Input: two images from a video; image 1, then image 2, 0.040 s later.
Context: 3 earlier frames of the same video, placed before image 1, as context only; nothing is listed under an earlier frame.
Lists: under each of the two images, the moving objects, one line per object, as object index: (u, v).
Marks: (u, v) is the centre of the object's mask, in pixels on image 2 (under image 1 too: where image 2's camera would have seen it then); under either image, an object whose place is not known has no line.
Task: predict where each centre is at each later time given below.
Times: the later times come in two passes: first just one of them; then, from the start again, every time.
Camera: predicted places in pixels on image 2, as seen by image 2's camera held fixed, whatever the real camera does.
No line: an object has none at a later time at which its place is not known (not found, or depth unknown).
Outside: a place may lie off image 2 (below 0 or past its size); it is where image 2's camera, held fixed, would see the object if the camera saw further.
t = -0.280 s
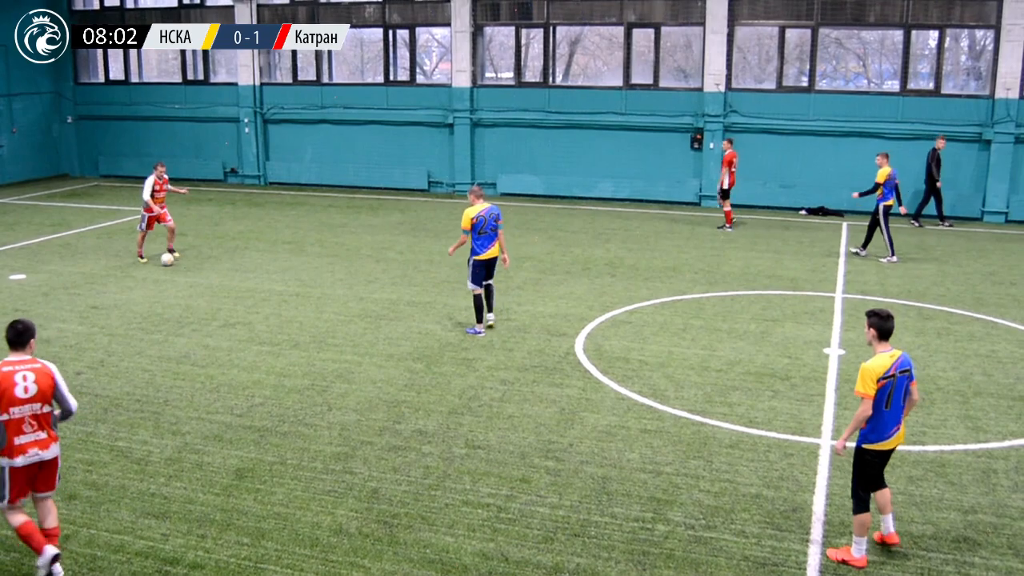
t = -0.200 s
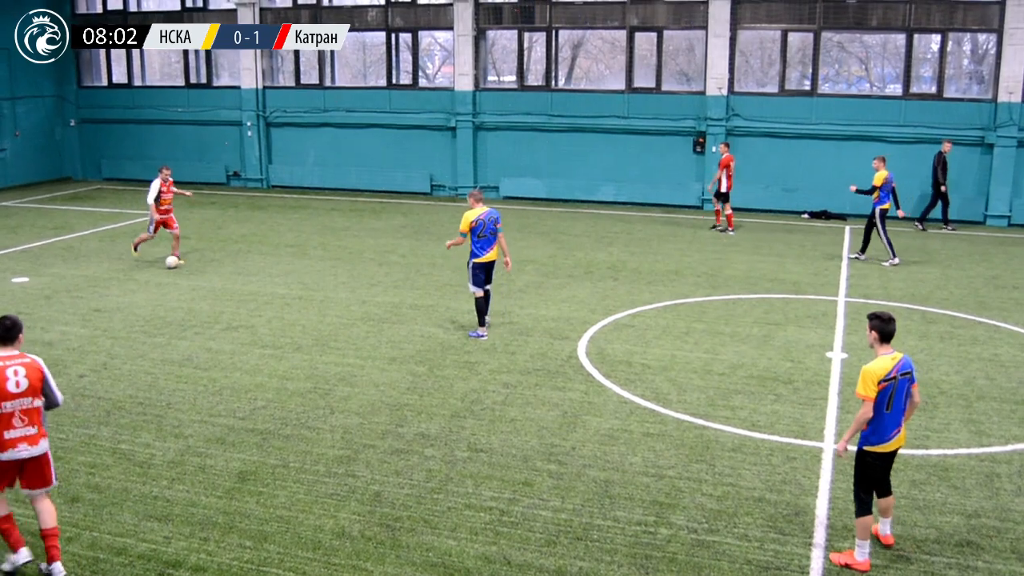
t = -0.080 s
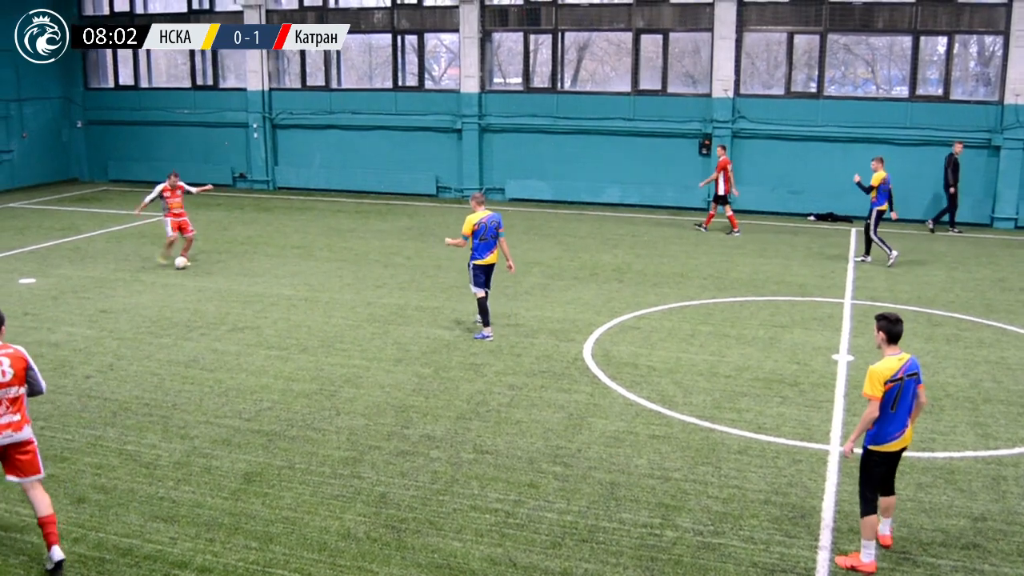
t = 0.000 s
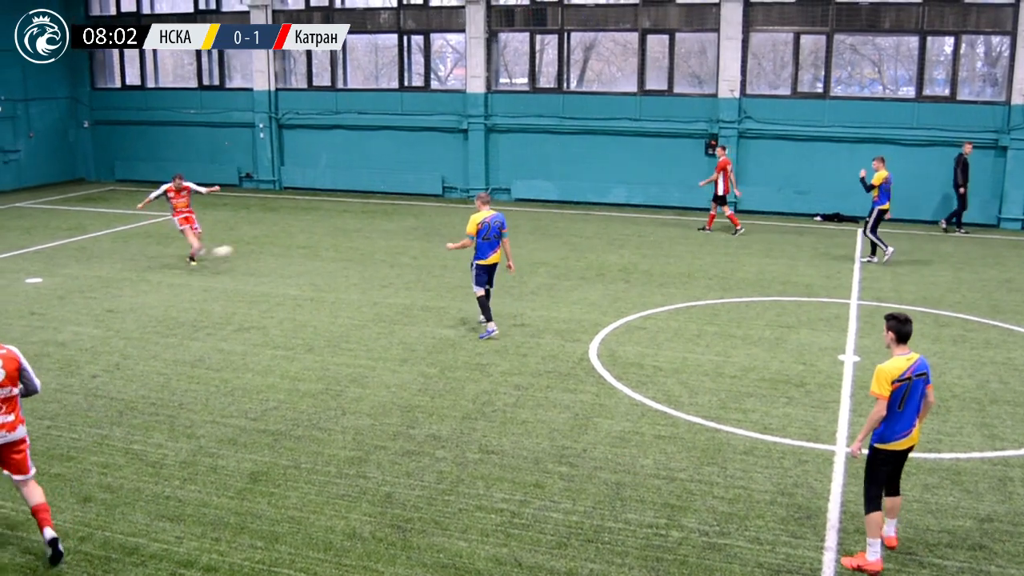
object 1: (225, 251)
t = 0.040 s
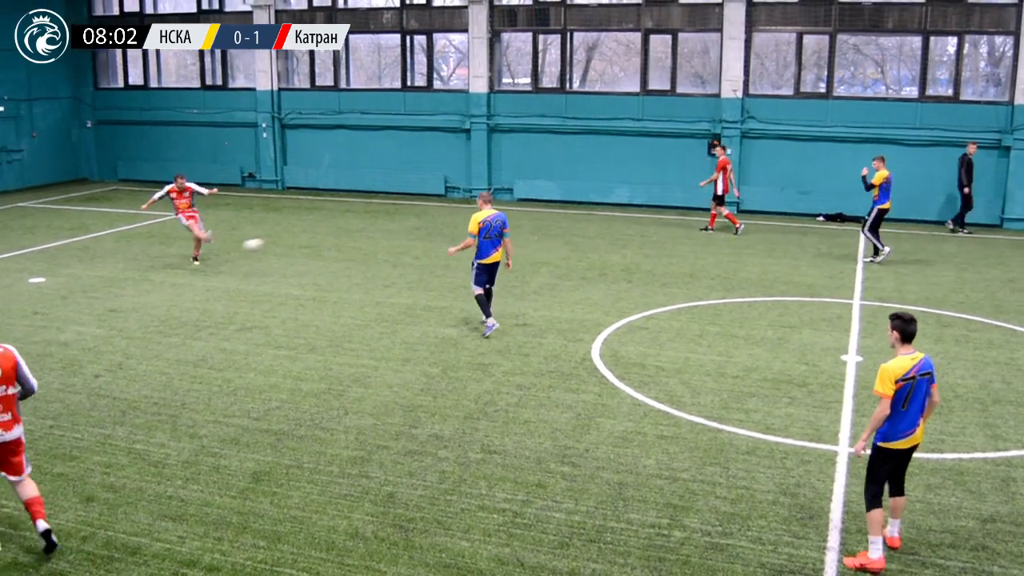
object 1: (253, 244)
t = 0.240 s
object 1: (408, 221)
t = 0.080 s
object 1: (282, 238)
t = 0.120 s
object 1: (312, 233)
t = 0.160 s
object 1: (343, 228)
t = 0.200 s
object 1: (376, 224)
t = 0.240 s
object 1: (408, 221)
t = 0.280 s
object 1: (441, 220)
